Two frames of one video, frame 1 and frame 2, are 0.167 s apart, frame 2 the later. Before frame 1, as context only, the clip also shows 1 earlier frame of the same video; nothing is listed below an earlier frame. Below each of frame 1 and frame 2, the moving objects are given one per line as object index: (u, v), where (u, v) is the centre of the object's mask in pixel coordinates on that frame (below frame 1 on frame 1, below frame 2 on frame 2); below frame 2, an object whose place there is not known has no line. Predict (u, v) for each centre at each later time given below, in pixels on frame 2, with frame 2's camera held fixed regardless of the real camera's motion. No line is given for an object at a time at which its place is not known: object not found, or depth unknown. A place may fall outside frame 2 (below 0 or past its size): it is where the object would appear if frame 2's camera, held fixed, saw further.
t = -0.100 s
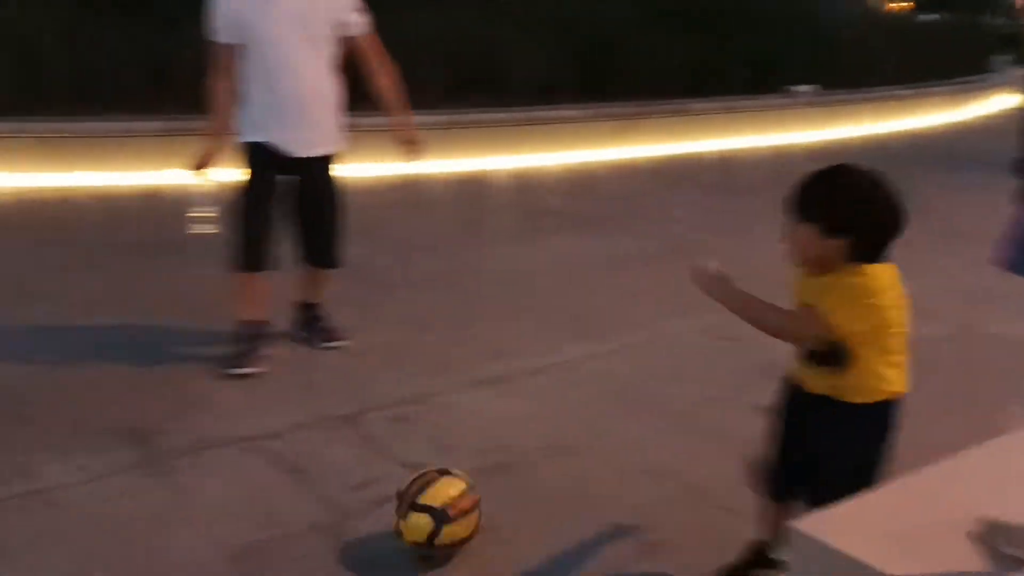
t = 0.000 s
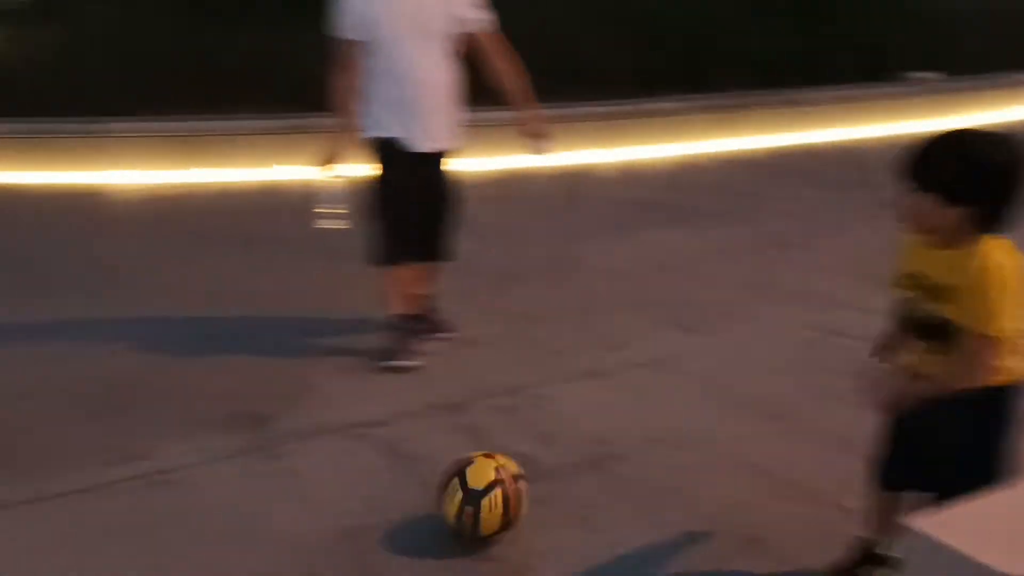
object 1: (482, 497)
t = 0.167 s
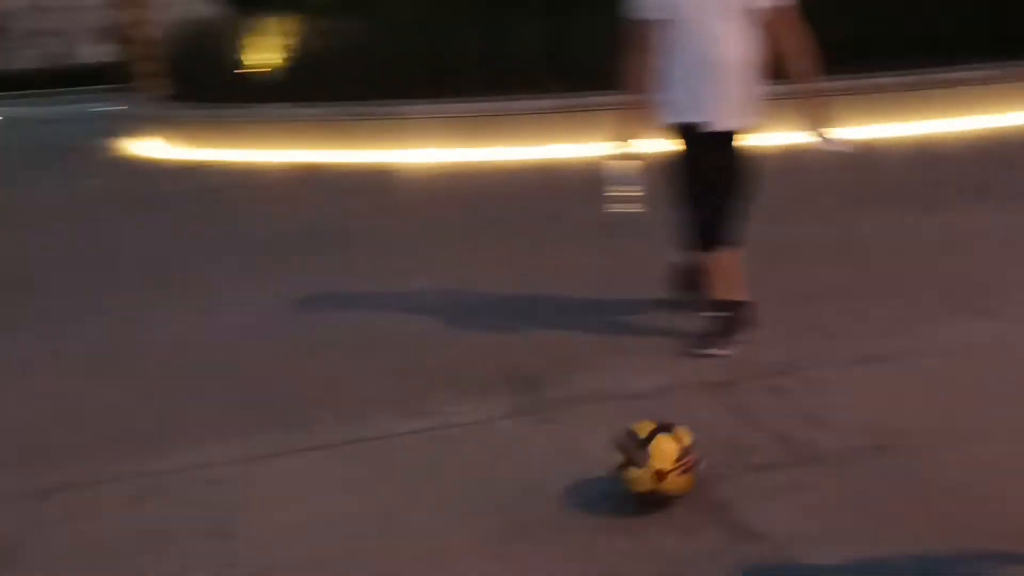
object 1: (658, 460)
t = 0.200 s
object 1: (642, 458)
